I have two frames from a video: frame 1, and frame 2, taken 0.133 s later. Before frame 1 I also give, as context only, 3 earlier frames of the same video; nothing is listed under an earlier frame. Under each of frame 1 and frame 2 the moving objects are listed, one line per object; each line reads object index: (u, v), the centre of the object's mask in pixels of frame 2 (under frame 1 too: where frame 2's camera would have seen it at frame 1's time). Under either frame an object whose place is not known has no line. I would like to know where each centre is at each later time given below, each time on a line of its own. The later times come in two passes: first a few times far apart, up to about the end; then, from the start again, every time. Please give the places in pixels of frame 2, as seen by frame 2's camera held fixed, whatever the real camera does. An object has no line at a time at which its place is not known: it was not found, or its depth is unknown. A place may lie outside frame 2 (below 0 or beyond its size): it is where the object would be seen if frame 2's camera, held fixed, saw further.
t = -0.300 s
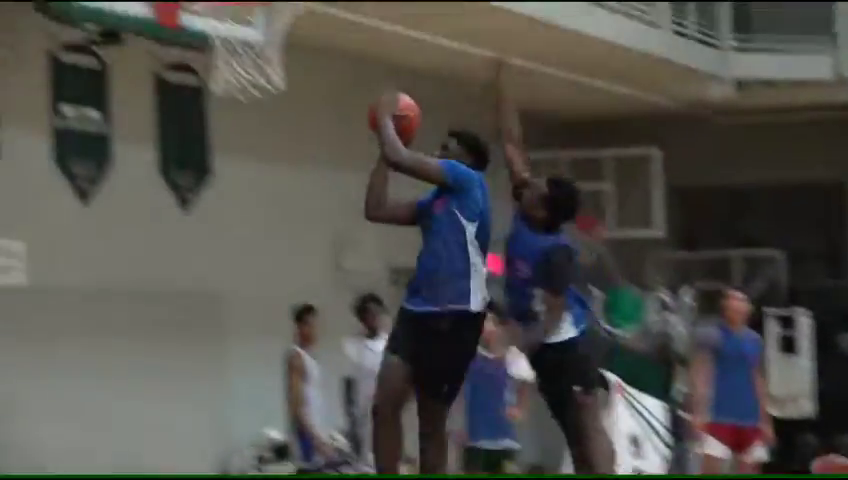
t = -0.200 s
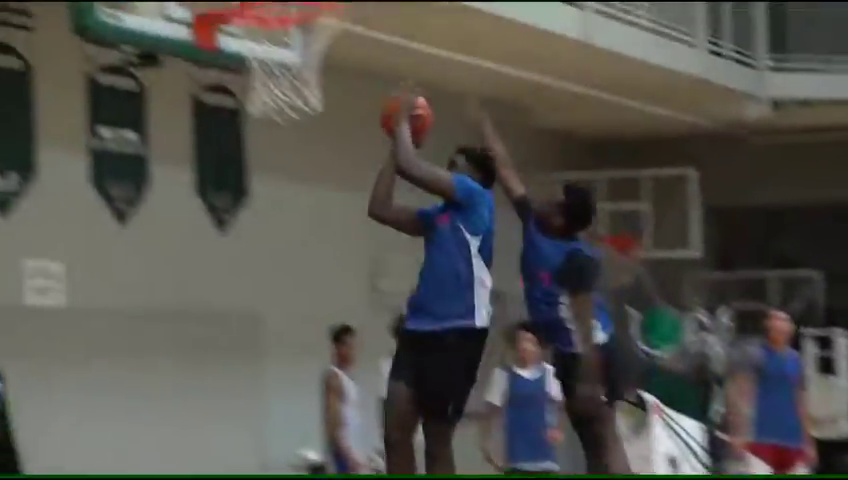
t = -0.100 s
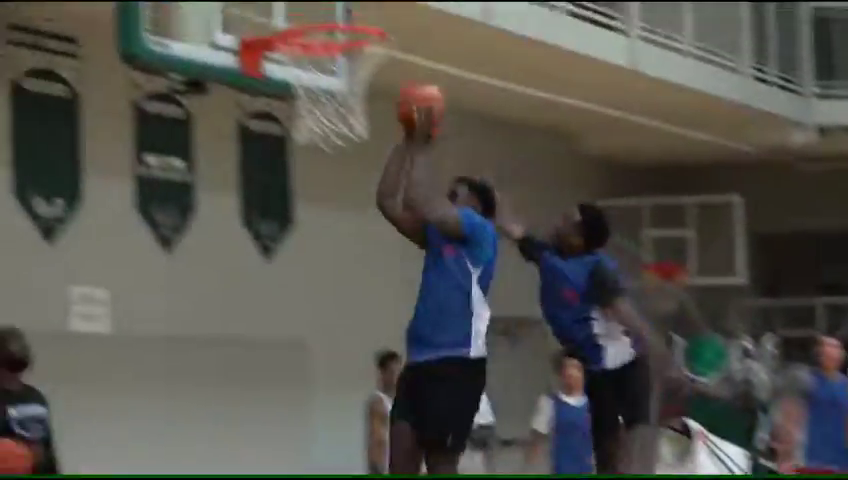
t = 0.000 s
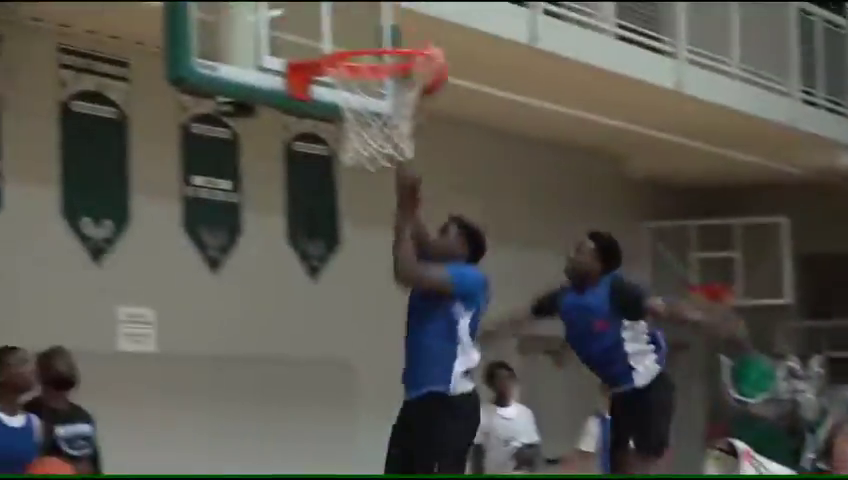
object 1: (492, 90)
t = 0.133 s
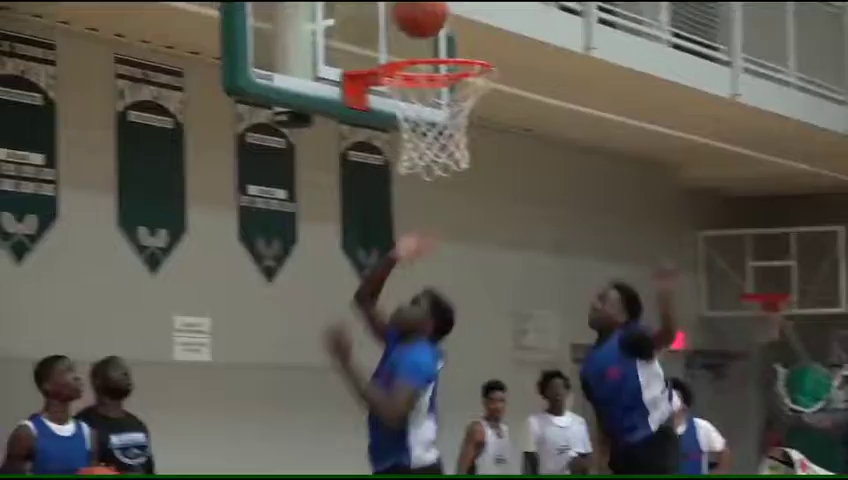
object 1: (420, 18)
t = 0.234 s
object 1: (426, 8)
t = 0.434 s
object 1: (445, 32)
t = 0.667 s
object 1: (427, 47)
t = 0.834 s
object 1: (421, 71)
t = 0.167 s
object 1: (422, 13)
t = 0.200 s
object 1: (424, 10)
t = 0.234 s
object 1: (426, 8)
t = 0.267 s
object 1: (430, 6)
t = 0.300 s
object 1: (433, 6)
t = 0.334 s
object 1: (436, 7)
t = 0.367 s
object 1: (440, 12)
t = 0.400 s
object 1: (443, 21)
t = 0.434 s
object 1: (445, 32)
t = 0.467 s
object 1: (447, 37)
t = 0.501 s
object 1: (443, 36)
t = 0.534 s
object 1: (439, 37)
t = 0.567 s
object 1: (436, 38)
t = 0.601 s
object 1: (433, 41)
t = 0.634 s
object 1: (429, 45)
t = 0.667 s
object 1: (427, 47)
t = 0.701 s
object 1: (427, 47)
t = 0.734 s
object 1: (427, 48)
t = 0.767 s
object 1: (426, 48)
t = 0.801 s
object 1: (421, 66)
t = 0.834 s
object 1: (421, 71)
